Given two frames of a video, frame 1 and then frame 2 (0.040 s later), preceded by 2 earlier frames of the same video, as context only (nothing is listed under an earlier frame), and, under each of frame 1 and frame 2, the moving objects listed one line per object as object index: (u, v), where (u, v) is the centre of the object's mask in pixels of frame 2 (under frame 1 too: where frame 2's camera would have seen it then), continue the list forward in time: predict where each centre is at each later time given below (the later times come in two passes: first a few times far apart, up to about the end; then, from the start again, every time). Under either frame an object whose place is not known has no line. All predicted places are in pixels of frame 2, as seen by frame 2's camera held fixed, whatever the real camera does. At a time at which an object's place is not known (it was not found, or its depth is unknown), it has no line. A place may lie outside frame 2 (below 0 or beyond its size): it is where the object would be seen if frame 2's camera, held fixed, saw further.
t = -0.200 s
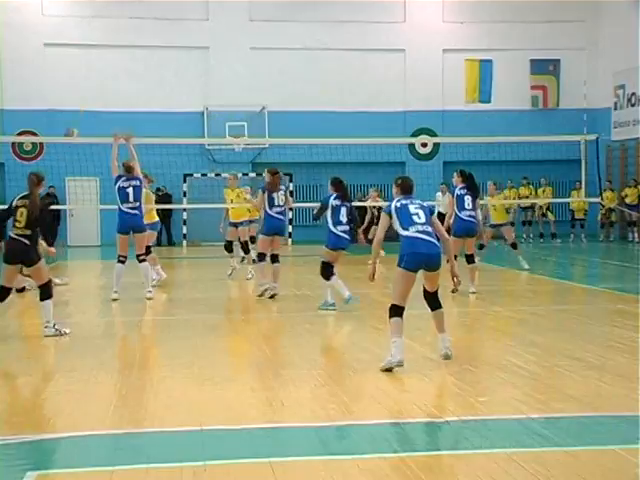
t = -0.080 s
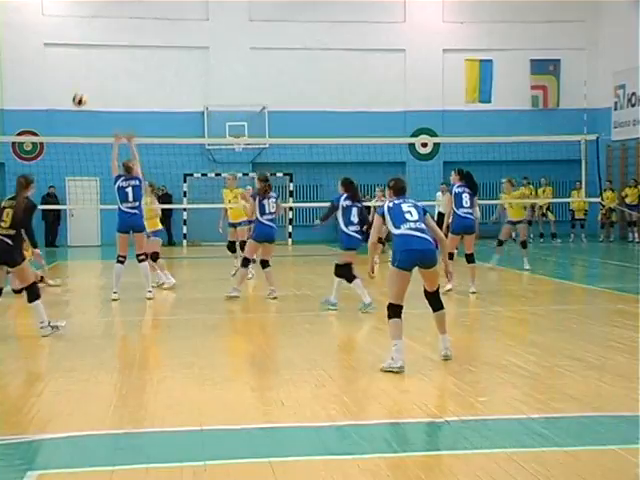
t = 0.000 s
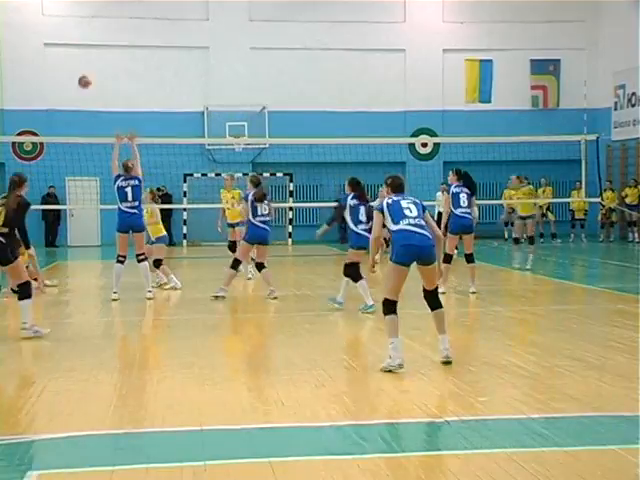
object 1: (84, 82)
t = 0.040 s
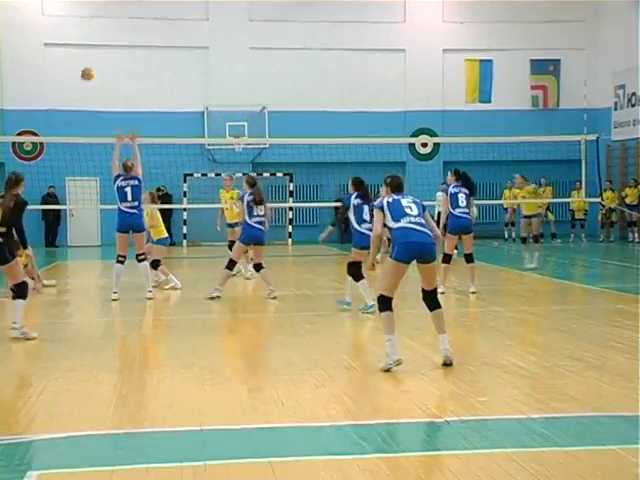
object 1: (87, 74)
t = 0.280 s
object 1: (103, 52)
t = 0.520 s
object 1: (120, 66)
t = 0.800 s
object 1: (139, 123)
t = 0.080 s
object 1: (89, 68)
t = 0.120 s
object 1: (92, 62)
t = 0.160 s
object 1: (95, 58)
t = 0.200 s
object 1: (98, 55)
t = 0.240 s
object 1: (101, 53)
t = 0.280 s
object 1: (103, 52)
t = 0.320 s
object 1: (106, 52)
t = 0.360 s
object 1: (109, 52)
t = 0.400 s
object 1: (111, 54)
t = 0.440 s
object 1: (115, 57)
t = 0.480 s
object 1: (117, 60)
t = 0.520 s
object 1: (120, 66)
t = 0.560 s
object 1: (123, 71)
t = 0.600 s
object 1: (125, 78)
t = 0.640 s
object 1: (128, 85)
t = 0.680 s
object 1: (130, 94)
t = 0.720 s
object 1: (133, 103)
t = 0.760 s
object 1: (136, 113)
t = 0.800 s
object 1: (139, 123)
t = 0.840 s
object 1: (143, 133)
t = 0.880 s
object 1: (145, 149)
